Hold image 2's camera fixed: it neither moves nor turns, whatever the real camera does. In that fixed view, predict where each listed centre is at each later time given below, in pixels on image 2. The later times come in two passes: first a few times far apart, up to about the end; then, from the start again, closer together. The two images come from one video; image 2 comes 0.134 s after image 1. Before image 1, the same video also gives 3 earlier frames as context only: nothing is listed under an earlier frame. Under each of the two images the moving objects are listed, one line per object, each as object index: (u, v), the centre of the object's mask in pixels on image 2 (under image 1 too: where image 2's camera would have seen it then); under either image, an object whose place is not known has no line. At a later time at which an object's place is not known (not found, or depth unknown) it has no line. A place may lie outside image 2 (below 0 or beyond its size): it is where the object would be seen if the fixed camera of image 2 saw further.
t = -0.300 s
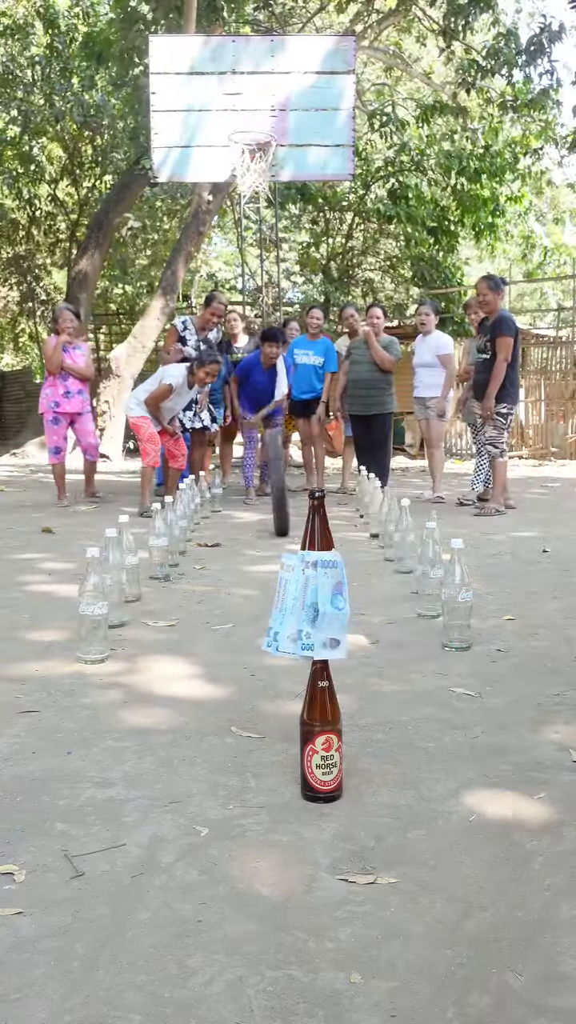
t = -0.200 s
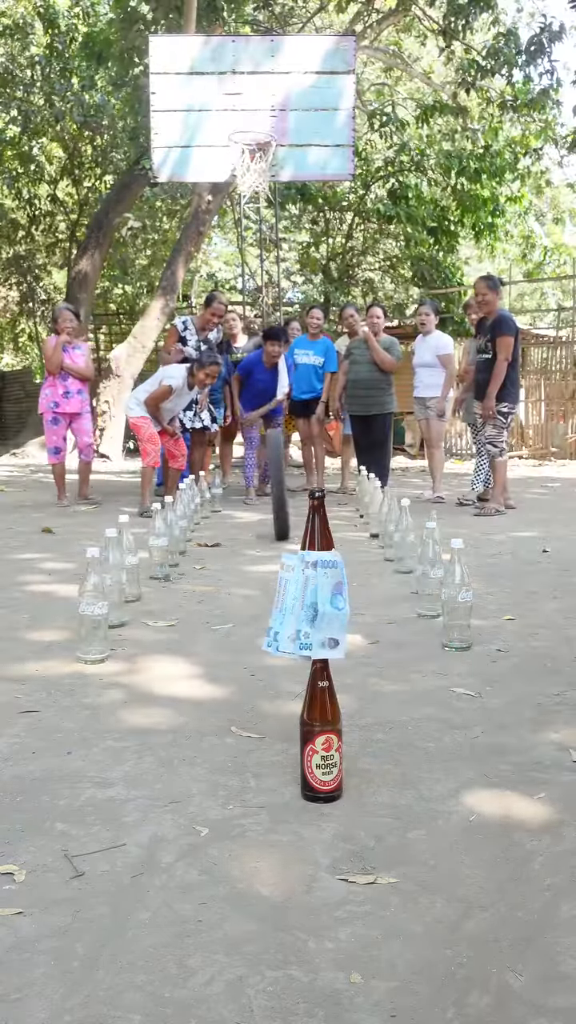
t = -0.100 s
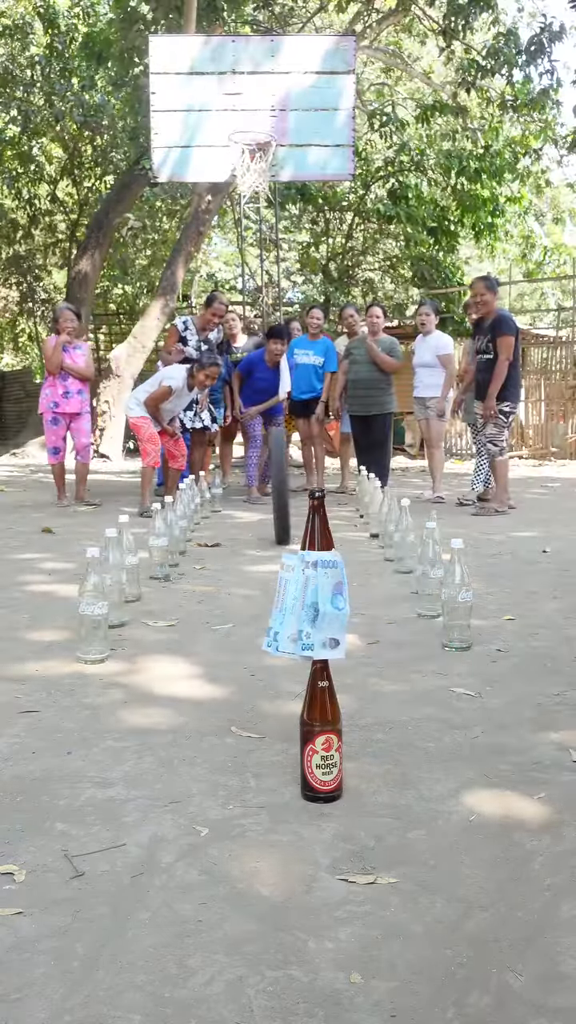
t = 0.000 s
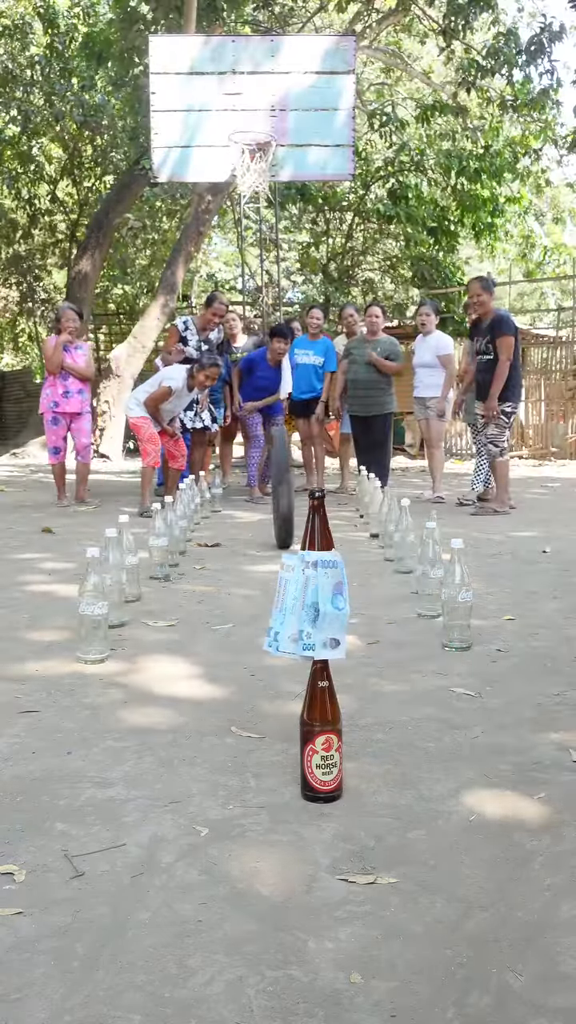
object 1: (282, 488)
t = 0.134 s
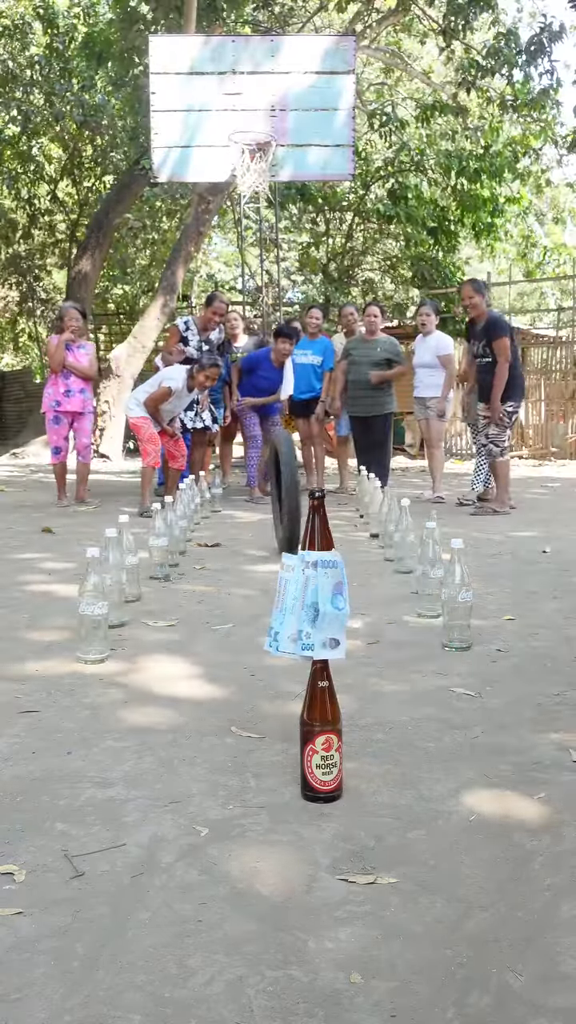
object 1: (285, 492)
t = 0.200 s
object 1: (286, 491)
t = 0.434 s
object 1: (292, 488)
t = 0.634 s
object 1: (300, 481)
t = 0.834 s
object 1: (315, 482)
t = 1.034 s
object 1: (338, 503)
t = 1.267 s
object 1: (367, 541)
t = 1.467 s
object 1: (393, 568)
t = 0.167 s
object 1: (286, 491)
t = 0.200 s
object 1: (286, 491)
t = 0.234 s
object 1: (287, 491)
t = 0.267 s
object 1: (288, 491)
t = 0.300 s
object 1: (289, 490)
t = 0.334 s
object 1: (289, 490)
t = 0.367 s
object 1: (290, 489)
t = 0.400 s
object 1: (291, 489)
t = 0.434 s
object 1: (292, 488)
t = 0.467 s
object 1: (292, 486)
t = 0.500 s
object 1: (293, 485)
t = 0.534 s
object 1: (294, 485)
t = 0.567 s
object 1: (294, 485)
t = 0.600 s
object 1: (297, 484)
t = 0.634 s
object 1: (300, 481)
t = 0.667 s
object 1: (301, 481)
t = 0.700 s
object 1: (302, 480)
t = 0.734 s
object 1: (304, 480)
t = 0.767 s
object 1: (308, 481)
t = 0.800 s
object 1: (311, 482)
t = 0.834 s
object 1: (315, 482)
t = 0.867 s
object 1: (318, 483)
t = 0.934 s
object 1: (326, 490)
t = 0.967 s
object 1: (330, 494)
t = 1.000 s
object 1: (334, 499)
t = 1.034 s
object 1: (338, 503)
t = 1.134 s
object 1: (351, 520)
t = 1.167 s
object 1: (356, 527)
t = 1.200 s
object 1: (359, 530)
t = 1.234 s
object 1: (362, 536)
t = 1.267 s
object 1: (367, 541)
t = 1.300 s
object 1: (368, 547)
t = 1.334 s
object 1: (372, 551)
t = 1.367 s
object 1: (376, 556)
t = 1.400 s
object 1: (381, 560)
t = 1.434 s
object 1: (387, 565)
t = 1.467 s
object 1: (393, 568)
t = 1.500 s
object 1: (399, 570)
